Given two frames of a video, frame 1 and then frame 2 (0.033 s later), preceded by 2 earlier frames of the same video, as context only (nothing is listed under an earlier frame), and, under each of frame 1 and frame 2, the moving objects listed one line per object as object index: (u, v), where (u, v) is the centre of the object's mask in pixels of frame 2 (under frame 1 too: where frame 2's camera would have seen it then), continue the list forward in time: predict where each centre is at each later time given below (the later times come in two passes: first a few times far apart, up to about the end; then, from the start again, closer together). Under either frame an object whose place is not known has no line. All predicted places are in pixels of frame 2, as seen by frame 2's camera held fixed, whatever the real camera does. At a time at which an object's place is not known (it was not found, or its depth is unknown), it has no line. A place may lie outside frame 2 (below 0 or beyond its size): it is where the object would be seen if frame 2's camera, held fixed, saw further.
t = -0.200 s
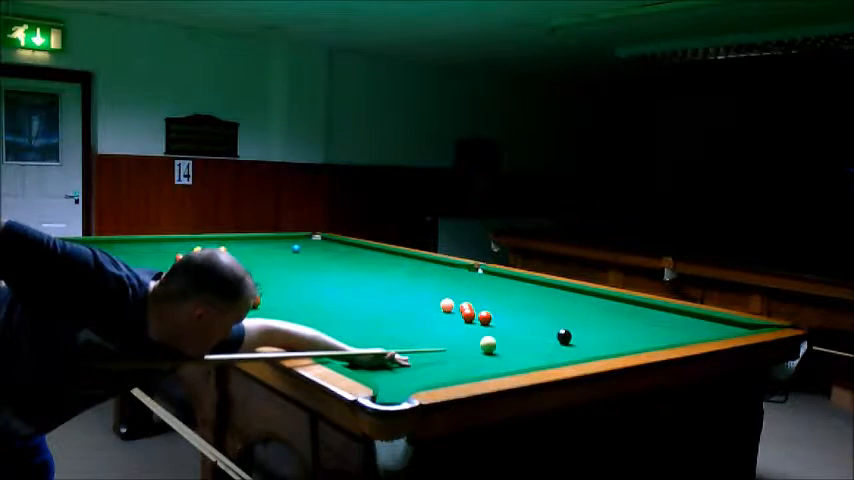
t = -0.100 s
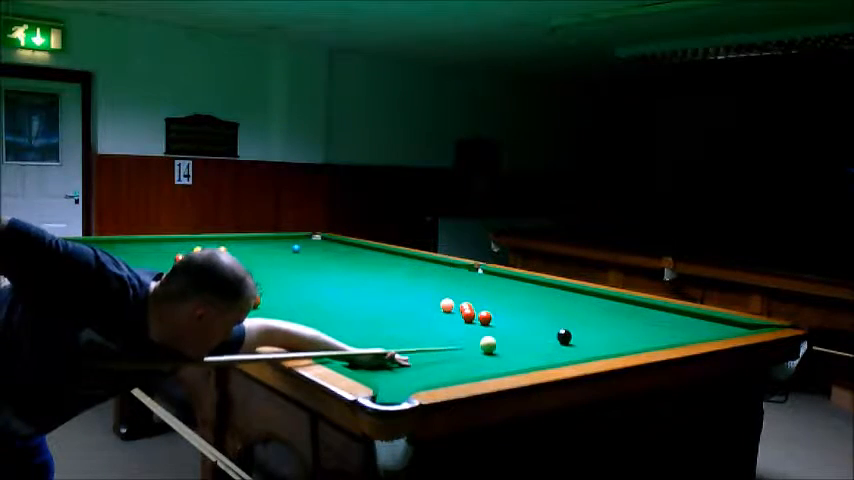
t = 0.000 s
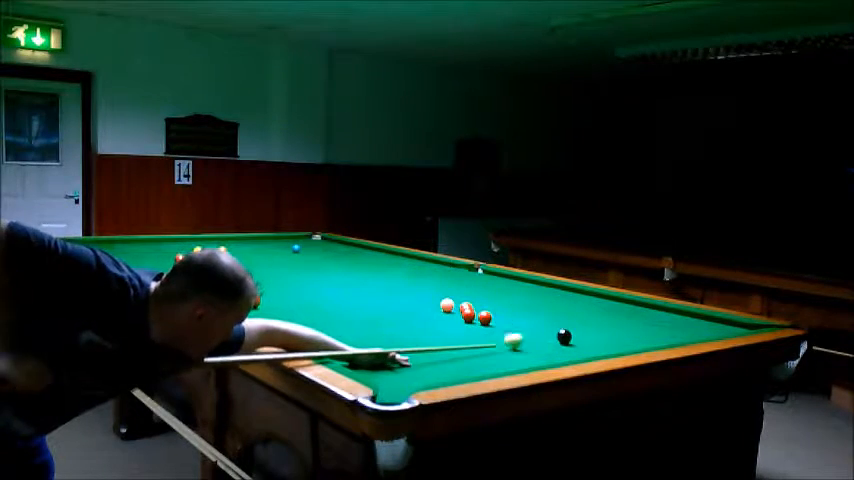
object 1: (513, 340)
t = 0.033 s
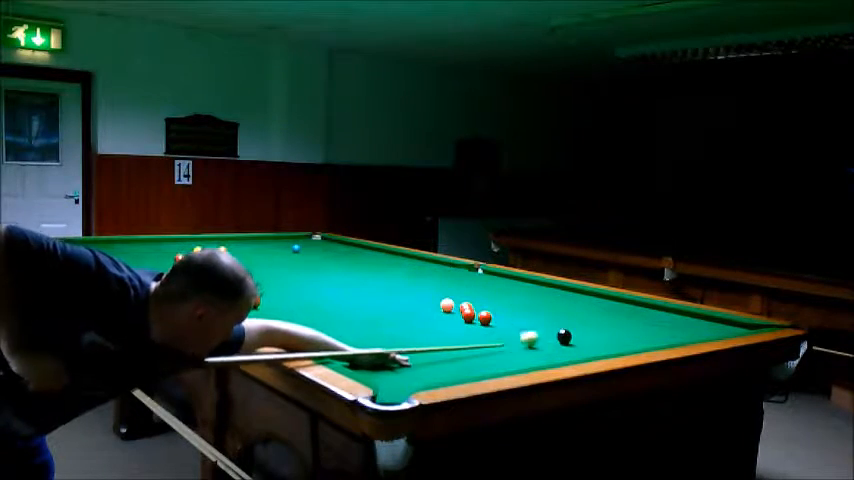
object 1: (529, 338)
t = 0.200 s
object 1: (545, 332)
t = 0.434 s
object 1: (539, 326)
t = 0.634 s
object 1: (534, 322)
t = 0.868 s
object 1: (529, 316)
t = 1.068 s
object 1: (526, 313)
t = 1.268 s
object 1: (523, 310)
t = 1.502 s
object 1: (520, 306)
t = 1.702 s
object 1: (518, 304)
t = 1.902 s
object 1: (517, 302)
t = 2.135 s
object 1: (516, 300)
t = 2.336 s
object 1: (515, 298)
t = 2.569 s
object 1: (515, 296)
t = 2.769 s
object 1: (515, 295)
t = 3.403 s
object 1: (514, 292)
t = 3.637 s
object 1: (514, 292)
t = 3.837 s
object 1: (514, 292)
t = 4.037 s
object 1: (514, 292)
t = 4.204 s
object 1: (514, 292)
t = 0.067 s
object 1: (544, 336)
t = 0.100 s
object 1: (549, 335)
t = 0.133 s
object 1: (548, 334)
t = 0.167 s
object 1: (546, 333)
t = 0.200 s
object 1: (545, 332)
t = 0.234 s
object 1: (544, 331)
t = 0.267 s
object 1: (543, 330)
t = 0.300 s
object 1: (542, 329)
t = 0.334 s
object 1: (542, 329)
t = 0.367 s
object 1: (540, 328)
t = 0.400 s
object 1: (539, 327)
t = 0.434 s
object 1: (539, 326)
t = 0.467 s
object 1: (538, 325)
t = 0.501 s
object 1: (537, 325)
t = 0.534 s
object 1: (536, 324)
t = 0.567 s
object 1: (535, 323)
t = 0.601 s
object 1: (535, 322)
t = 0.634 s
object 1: (534, 322)
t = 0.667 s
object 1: (533, 321)
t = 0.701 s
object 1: (532, 320)
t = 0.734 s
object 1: (531, 319)
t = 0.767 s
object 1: (531, 318)
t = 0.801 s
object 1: (530, 318)
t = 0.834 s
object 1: (530, 317)
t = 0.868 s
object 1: (529, 316)
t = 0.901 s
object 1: (529, 316)
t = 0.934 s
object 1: (528, 315)
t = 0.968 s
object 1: (528, 315)
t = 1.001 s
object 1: (527, 314)
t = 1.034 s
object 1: (527, 314)
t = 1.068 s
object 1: (526, 313)
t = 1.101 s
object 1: (525, 312)
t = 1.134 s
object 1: (525, 312)
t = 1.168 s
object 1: (524, 311)
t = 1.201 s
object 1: (524, 311)
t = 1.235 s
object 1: (523, 310)
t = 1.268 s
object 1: (523, 310)
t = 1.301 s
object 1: (523, 309)
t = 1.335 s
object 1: (522, 309)
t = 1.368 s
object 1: (522, 308)
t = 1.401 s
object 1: (521, 308)
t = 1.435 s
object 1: (521, 307)
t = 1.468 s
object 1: (521, 307)
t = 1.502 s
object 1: (520, 306)
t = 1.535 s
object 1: (520, 306)
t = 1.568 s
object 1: (520, 305)
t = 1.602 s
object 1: (520, 305)
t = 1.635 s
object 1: (519, 305)
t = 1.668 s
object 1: (519, 304)
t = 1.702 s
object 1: (518, 304)
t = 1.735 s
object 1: (518, 304)
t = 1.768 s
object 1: (518, 302)
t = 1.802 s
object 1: (518, 303)
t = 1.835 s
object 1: (518, 302)
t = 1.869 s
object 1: (517, 302)
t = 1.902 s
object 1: (517, 302)
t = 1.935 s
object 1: (517, 301)
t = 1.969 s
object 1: (517, 301)
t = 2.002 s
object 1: (517, 301)
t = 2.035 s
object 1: (517, 300)
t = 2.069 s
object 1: (516, 300)
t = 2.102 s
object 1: (516, 300)
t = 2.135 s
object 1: (516, 300)
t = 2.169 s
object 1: (516, 299)
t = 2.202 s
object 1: (516, 299)
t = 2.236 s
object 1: (516, 299)
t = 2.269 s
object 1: (515, 298)
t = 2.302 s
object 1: (515, 298)
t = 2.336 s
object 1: (515, 298)
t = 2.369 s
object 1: (515, 298)
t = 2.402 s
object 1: (515, 297)
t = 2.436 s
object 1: (515, 297)
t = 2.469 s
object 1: (515, 297)
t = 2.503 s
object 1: (515, 297)
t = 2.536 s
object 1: (515, 297)
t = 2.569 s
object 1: (515, 296)
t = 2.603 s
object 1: (515, 296)
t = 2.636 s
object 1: (515, 296)
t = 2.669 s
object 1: (515, 296)
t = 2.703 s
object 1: (515, 296)
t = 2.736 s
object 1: (515, 296)
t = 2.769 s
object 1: (515, 295)
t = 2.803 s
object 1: (514, 295)
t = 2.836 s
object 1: (510, 293)
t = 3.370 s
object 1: (514, 292)
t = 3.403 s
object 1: (514, 292)
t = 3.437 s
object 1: (514, 292)
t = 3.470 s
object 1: (514, 292)
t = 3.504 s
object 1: (514, 292)
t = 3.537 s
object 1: (514, 292)
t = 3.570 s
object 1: (514, 292)
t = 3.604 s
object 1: (515, 292)
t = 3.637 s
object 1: (514, 292)
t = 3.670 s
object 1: (514, 292)
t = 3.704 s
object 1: (514, 292)
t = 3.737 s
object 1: (514, 292)
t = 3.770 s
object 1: (515, 292)
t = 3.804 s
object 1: (514, 292)
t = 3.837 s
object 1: (514, 292)
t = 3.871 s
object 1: (514, 292)
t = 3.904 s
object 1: (514, 292)
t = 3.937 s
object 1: (515, 292)
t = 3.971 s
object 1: (514, 292)
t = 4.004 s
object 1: (515, 292)
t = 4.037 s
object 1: (514, 292)
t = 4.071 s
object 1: (514, 292)
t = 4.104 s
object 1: (514, 292)
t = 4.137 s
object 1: (514, 292)
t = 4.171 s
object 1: (514, 292)
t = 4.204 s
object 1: (514, 292)
